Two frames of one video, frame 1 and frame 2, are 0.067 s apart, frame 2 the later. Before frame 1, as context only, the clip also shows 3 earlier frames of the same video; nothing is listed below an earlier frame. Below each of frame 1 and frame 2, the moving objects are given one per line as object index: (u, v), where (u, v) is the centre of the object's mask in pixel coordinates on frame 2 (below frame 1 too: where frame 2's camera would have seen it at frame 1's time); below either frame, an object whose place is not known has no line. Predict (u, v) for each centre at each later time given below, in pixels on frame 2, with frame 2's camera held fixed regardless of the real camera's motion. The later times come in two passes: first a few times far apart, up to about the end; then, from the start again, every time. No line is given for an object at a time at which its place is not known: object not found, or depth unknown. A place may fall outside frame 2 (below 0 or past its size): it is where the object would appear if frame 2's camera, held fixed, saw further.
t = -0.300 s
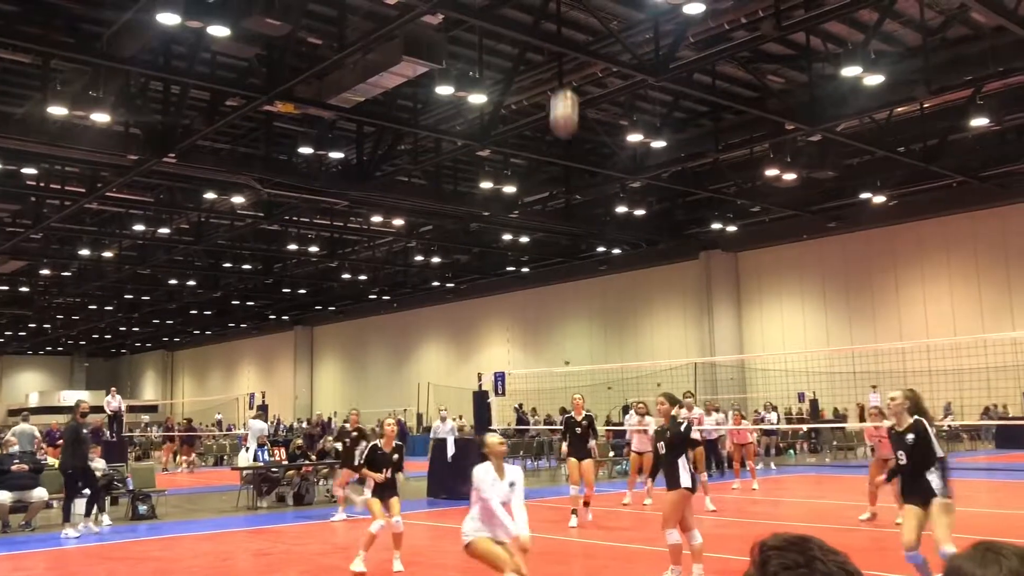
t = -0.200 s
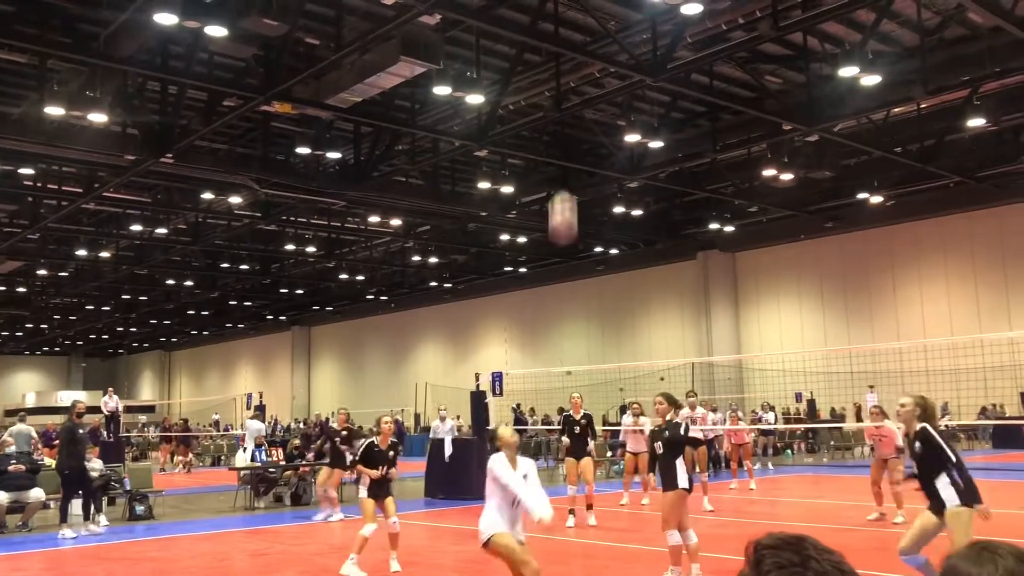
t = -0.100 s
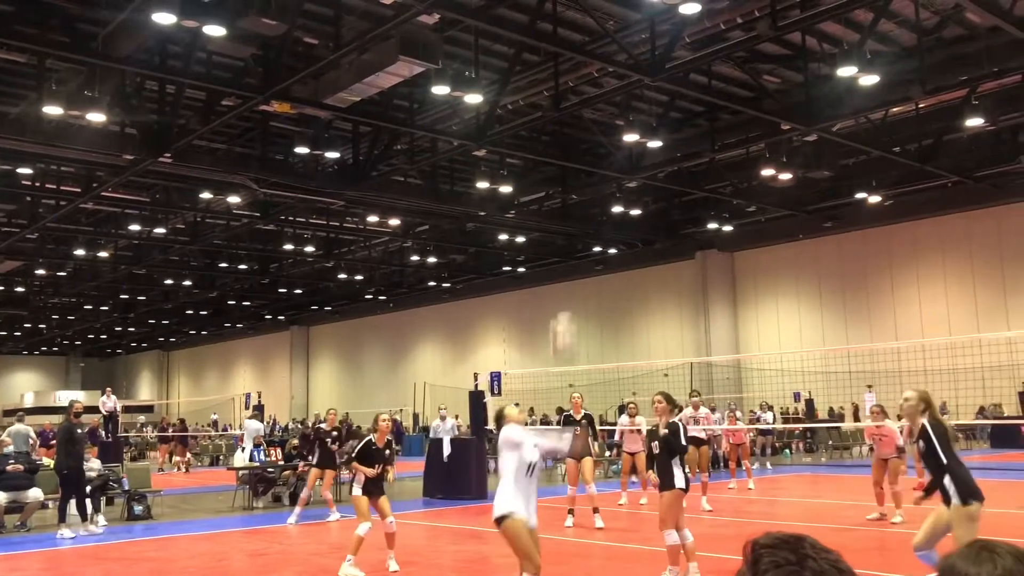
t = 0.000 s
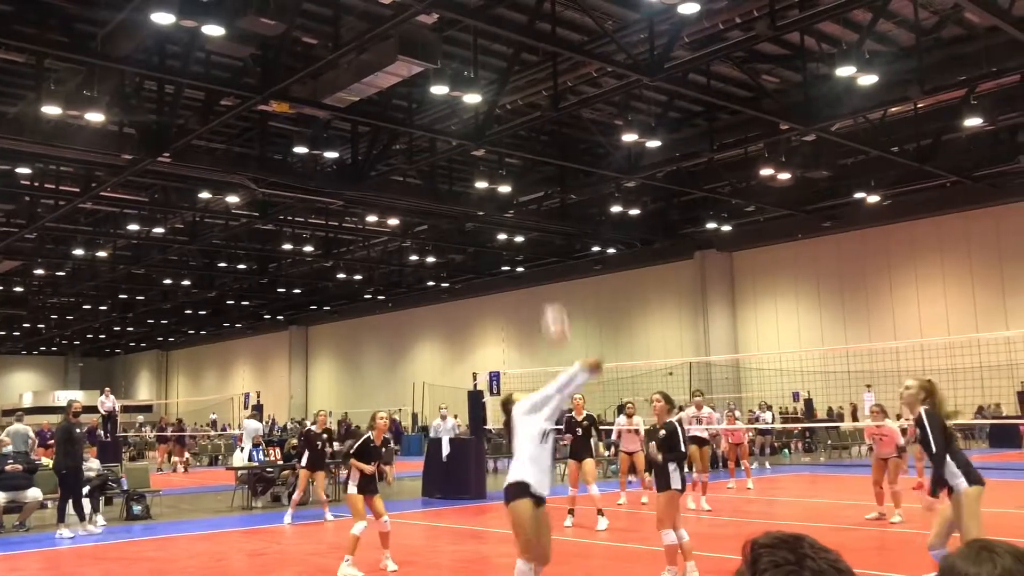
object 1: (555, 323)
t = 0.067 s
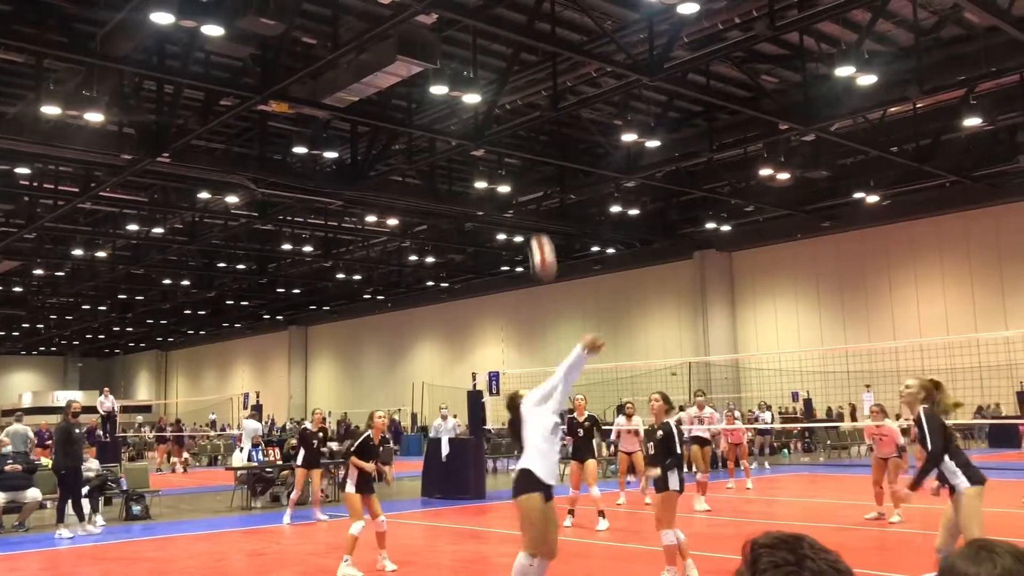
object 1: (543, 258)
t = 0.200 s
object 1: (524, 153)
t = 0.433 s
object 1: (496, 54)
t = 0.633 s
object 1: (476, 26)
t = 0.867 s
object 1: (457, 40)
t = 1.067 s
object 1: (444, 81)
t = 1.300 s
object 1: (431, 162)
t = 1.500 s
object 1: (425, 248)
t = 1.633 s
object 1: (421, 313)
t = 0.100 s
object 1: (538, 227)
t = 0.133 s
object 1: (533, 200)
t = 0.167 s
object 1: (528, 176)
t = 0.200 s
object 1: (524, 153)
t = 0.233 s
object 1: (519, 133)
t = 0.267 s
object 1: (515, 116)
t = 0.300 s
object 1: (511, 100)
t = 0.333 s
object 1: (507, 87)
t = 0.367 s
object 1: (503, 74)
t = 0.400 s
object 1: (500, 62)
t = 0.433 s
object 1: (496, 54)
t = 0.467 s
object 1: (492, 46)
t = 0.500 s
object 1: (489, 40)
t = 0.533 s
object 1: (486, 35)
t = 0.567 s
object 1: (482, 31)
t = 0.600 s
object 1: (479, 28)
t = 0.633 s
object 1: (476, 26)
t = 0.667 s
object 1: (473, 25)
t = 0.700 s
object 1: (470, 25)
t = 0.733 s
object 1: (467, 26)
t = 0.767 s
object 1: (464, 29)
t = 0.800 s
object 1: (462, 32)
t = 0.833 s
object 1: (459, 35)
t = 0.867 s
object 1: (457, 40)
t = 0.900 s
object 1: (454, 45)
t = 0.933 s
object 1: (451, 51)
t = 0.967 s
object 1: (449, 58)
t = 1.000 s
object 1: (447, 66)
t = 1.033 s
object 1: (446, 73)
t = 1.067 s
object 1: (444, 81)
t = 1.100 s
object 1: (442, 93)
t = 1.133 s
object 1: (439, 104)
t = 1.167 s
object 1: (438, 115)
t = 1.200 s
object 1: (437, 125)
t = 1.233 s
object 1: (435, 137)
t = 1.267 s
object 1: (433, 149)
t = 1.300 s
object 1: (431, 162)
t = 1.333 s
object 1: (430, 176)
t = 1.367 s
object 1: (430, 190)
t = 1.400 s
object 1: (429, 203)
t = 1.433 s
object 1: (427, 219)
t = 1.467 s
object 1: (426, 233)
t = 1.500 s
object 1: (425, 248)
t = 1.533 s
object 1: (425, 265)
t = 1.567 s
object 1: (423, 282)
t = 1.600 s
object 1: (422, 297)
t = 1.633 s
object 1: (421, 313)
